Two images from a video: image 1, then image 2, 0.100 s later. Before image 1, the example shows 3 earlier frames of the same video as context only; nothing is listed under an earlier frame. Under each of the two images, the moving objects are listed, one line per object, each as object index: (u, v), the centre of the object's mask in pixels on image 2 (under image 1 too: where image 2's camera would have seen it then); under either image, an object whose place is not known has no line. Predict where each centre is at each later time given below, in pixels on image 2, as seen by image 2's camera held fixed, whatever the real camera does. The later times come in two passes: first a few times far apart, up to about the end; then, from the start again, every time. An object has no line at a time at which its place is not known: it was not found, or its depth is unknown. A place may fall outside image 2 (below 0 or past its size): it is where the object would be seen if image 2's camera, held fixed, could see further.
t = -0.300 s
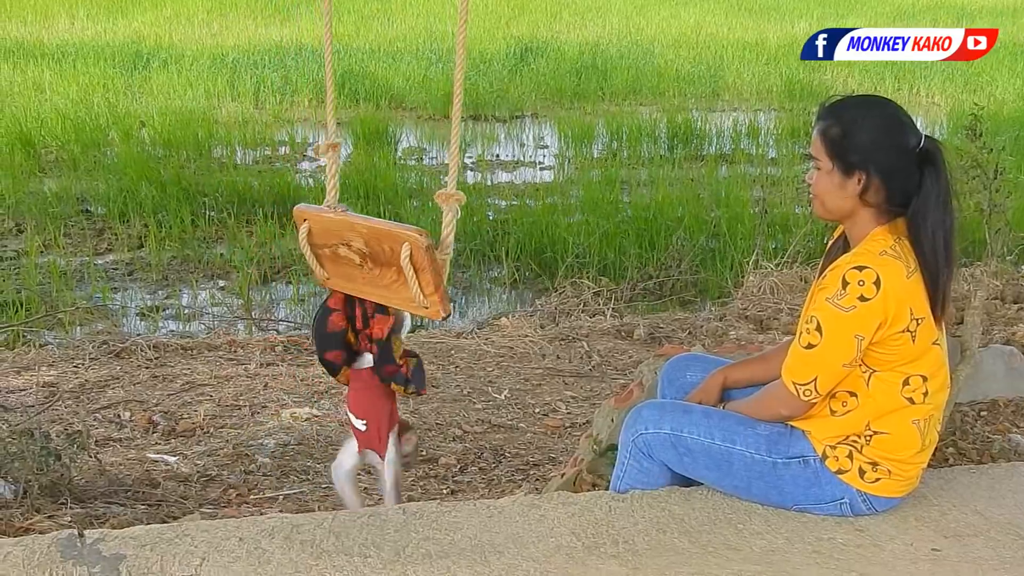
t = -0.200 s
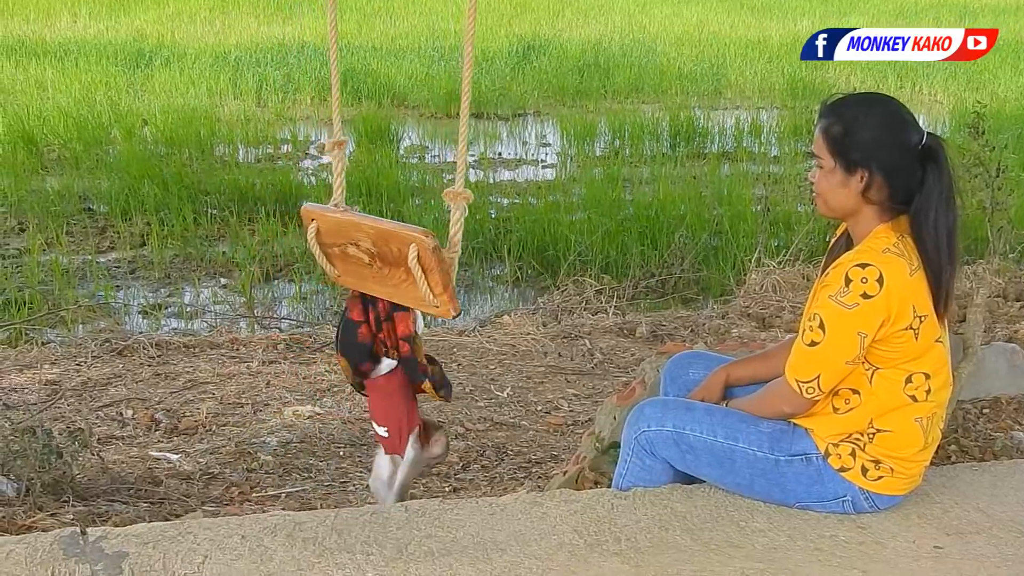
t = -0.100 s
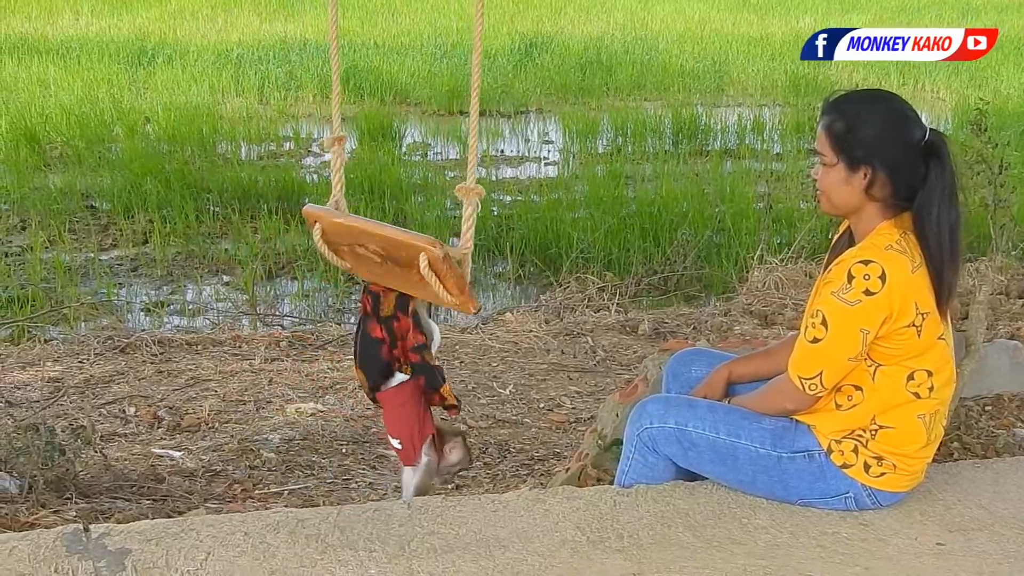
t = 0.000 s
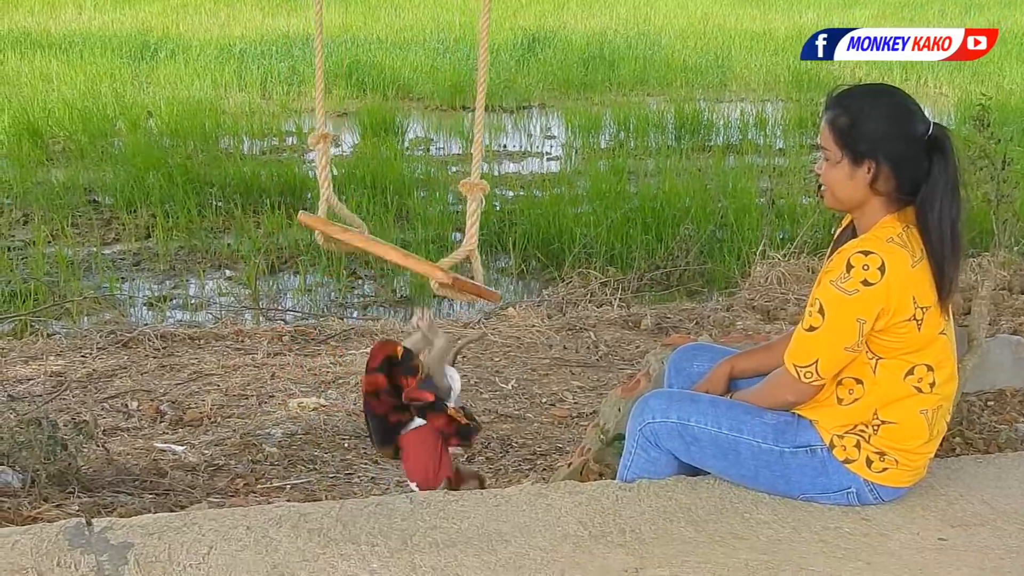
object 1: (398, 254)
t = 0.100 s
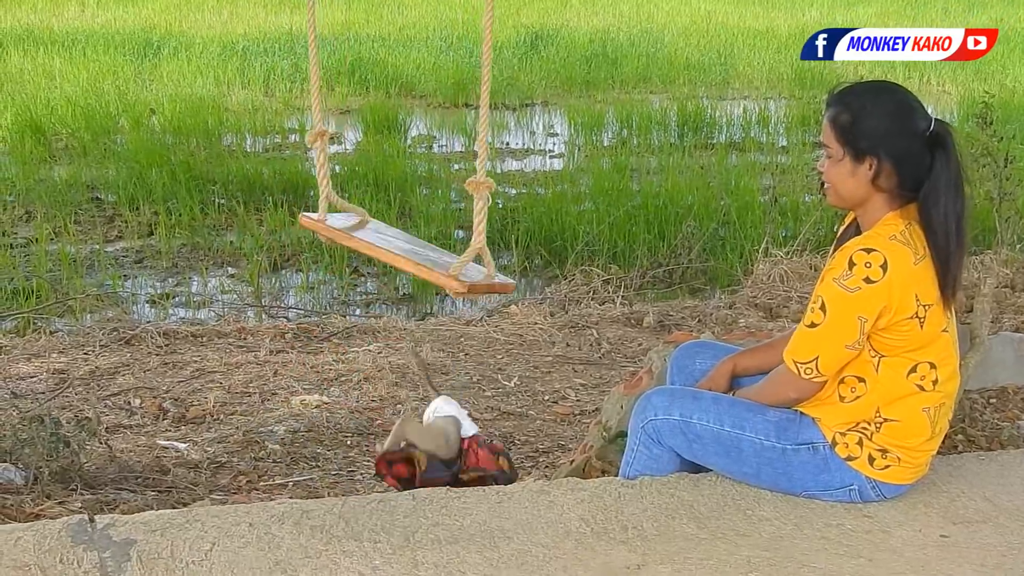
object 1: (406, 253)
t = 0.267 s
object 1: (412, 252)
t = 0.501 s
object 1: (419, 252)
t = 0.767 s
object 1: (422, 250)
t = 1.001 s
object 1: (417, 247)
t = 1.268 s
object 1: (408, 244)
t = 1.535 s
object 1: (395, 243)
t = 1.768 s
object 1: (383, 241)
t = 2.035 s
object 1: (373, 243)
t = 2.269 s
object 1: (368, 246)
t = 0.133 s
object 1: (407, 253)
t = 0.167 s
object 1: (407, 253)
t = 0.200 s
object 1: (410, 254)
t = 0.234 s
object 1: (411, 253)
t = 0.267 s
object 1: (412, 252)
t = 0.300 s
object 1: (413, 252)
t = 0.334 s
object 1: (414, 252)
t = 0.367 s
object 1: (414, 252)
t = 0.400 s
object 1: (416, 252)
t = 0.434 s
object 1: (417, 252)
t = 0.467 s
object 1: (418, 253)
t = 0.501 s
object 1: (419, 252)
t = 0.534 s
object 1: (420, 252)
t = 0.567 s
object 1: (420, 251)
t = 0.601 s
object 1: (422, 251)
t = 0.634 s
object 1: (421, 251)
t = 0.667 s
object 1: (421, 251)
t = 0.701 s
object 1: (422, 251)
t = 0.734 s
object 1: (421, 250)
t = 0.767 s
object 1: (422, 250)
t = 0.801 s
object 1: (421, 249)
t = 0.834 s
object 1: (421, 248)
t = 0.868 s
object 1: (421, 248)
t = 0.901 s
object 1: (420, 248)
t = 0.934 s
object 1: (419, 249)
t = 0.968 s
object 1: (417, 248)
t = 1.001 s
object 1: (417, 247)
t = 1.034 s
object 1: (418, 247)
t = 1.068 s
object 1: (417, 247)
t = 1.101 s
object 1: (415, 246)
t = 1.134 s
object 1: (413, 245)
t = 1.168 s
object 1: (412, 245)
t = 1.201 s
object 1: (411, 245)
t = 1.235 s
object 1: (409, 245)
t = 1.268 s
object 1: (408, 244)
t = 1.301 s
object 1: (406, 244)
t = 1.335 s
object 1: (404, 243)
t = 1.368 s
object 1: (404, 244)
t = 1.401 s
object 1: (402, 244)
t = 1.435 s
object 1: (401, 243)
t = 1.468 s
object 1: (400, 243)
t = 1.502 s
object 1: (397, 243)
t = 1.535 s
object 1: (395, 243)
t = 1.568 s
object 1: (394, 243)
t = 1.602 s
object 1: (391, 243)
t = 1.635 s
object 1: (389, 242)
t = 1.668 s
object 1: (388, 243)
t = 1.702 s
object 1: (387, 242)
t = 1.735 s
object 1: (384, 242)
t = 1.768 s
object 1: (383, 241)
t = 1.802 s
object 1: (382, 242)
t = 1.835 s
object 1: (381, 242)
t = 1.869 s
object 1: (380, 242)
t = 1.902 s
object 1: (378, 243)
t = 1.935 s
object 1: (377, 243)
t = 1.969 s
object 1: (376, 243)
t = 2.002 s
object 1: (375, 243)
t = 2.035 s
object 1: (373, 243)
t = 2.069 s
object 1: (372, 243)
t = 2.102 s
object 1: (370, 244)
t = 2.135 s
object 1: (370, 244)
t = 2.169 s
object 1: (369, 245)
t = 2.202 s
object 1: (369, 245)
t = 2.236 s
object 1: (368, 245)
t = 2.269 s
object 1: (368, 246)
